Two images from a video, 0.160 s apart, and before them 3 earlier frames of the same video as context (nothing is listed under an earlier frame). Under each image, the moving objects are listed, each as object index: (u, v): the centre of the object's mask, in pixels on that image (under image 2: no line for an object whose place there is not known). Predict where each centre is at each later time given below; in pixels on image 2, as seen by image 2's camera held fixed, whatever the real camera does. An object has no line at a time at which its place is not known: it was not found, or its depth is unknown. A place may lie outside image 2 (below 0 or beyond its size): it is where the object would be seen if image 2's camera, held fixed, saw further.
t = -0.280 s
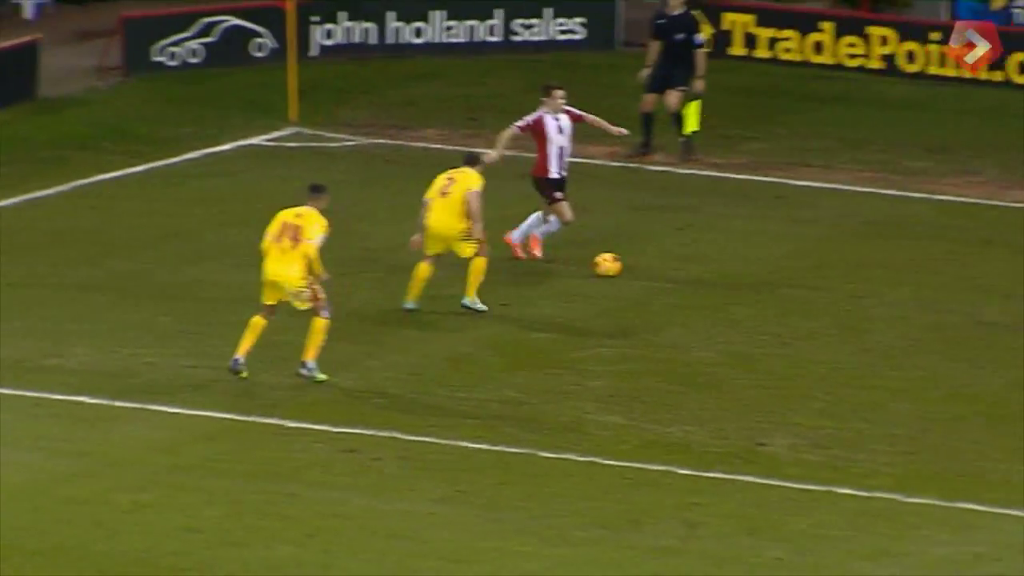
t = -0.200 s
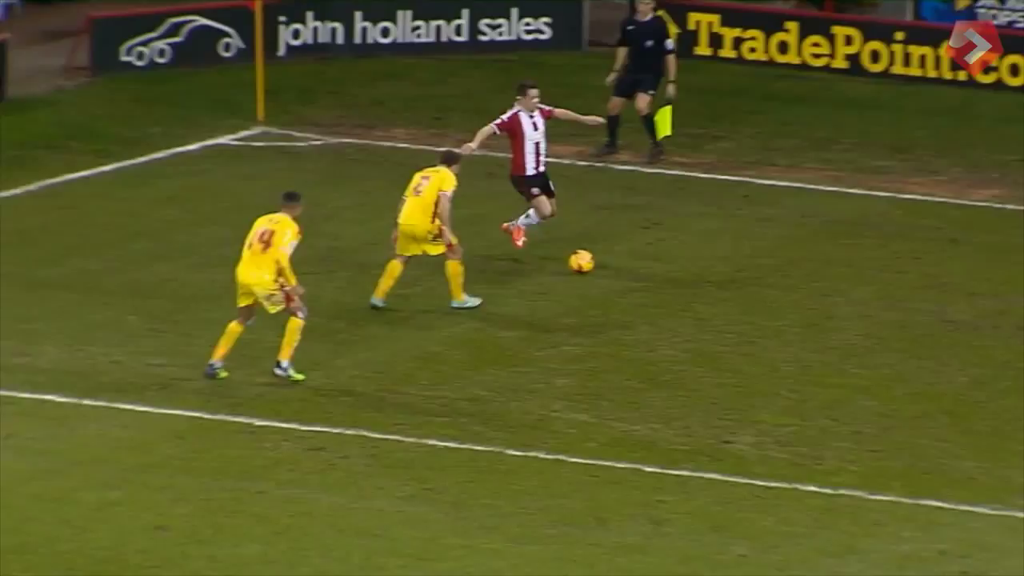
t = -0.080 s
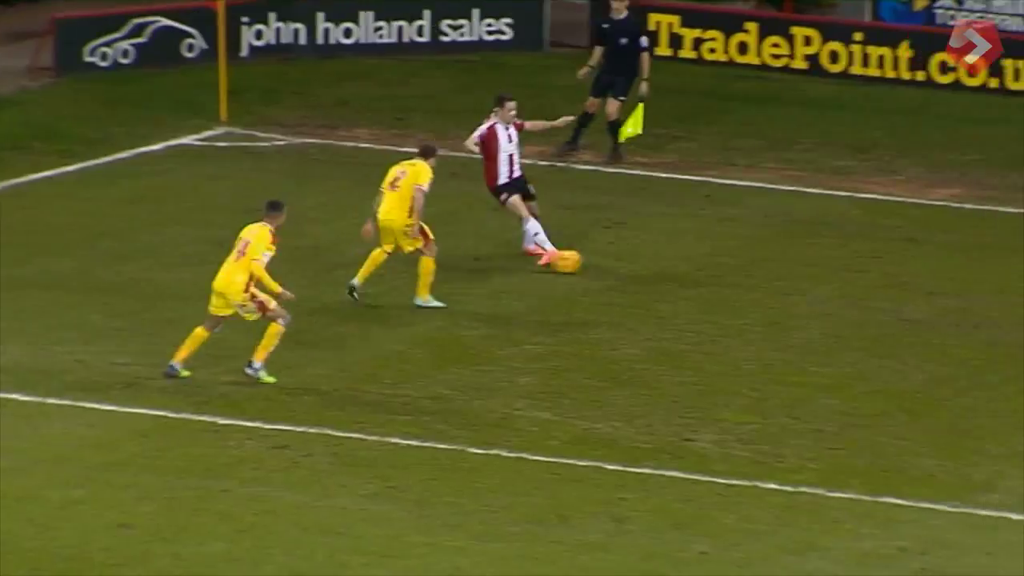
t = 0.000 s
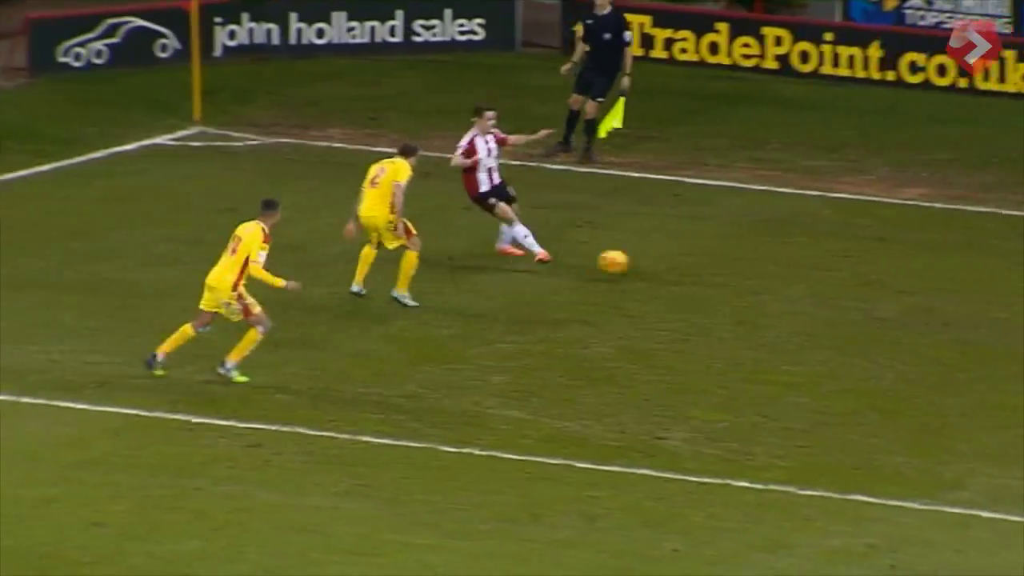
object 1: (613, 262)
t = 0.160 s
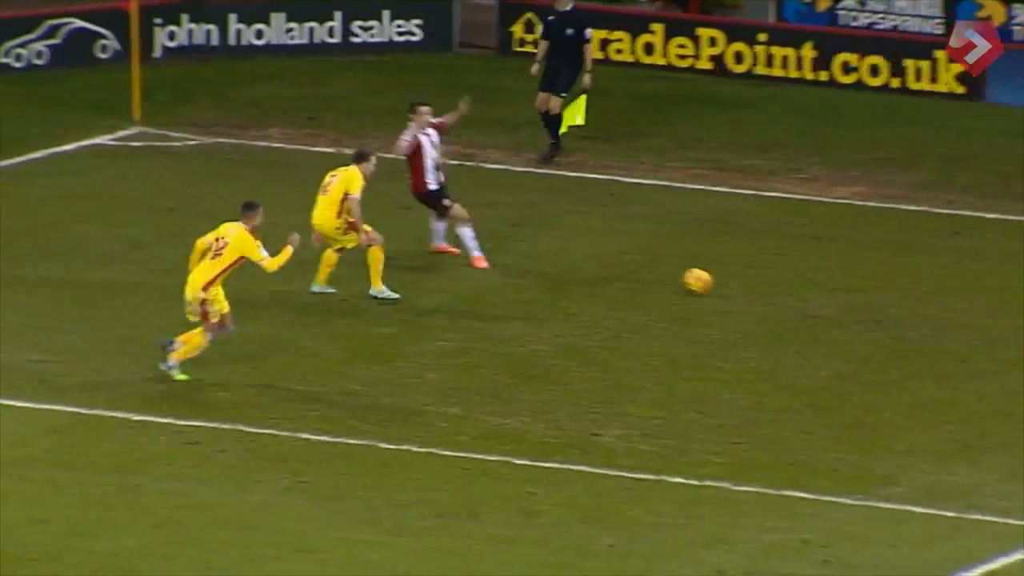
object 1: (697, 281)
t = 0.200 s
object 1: (731, 285)
